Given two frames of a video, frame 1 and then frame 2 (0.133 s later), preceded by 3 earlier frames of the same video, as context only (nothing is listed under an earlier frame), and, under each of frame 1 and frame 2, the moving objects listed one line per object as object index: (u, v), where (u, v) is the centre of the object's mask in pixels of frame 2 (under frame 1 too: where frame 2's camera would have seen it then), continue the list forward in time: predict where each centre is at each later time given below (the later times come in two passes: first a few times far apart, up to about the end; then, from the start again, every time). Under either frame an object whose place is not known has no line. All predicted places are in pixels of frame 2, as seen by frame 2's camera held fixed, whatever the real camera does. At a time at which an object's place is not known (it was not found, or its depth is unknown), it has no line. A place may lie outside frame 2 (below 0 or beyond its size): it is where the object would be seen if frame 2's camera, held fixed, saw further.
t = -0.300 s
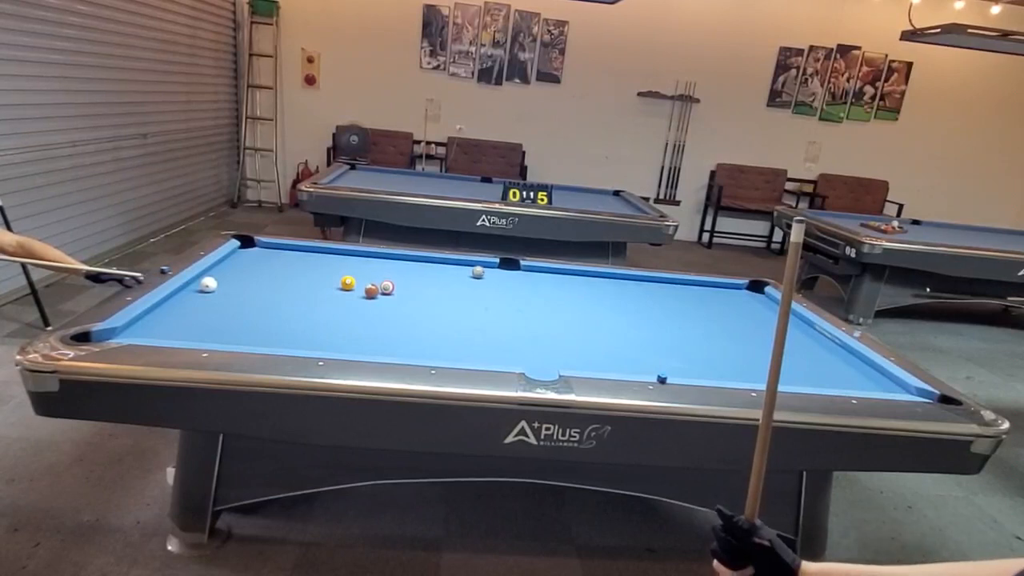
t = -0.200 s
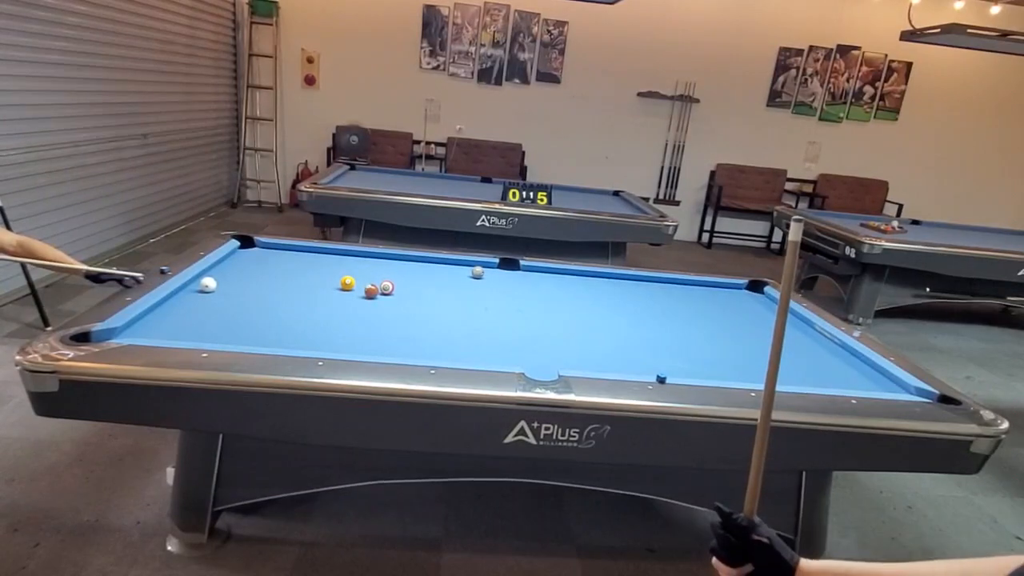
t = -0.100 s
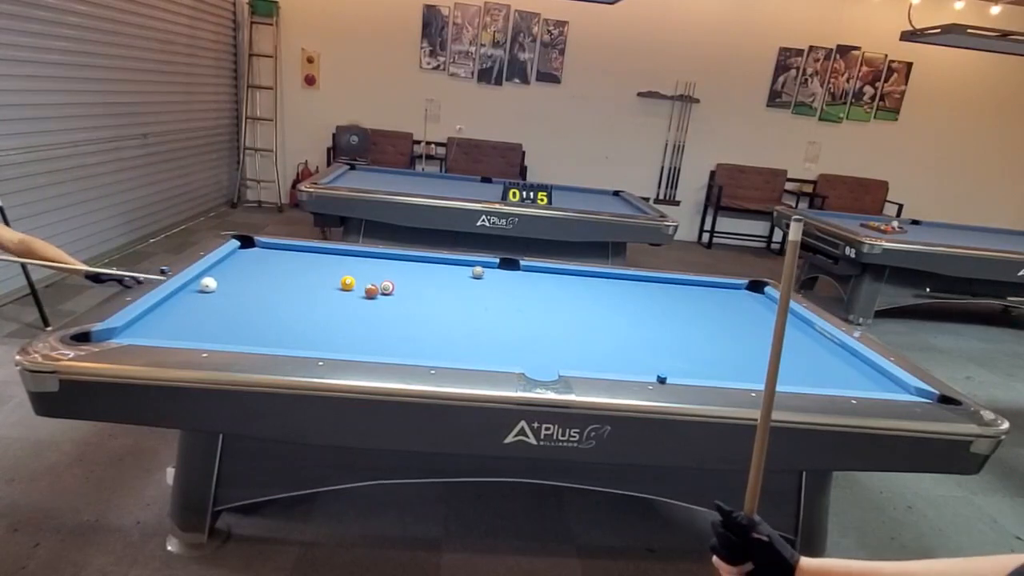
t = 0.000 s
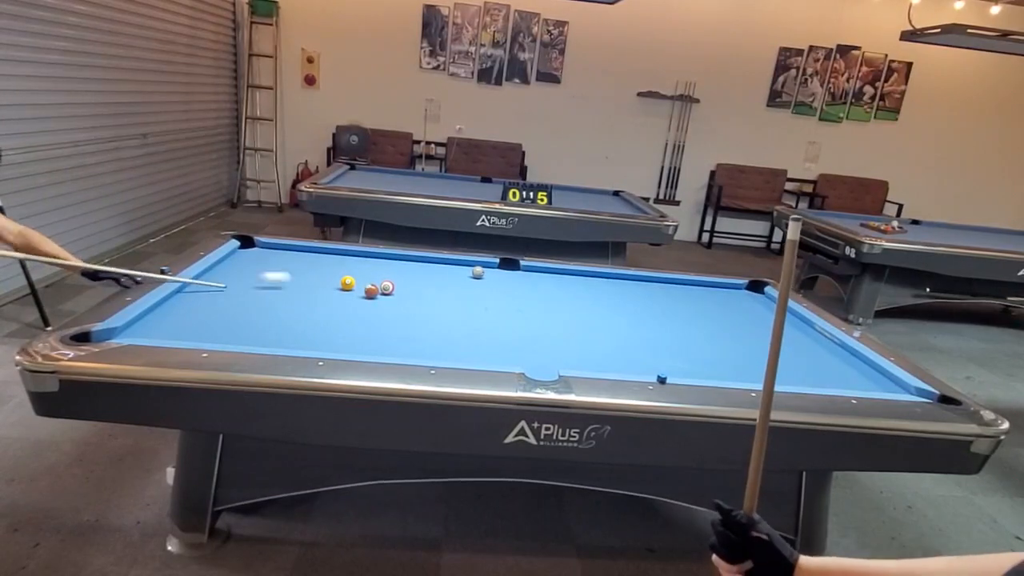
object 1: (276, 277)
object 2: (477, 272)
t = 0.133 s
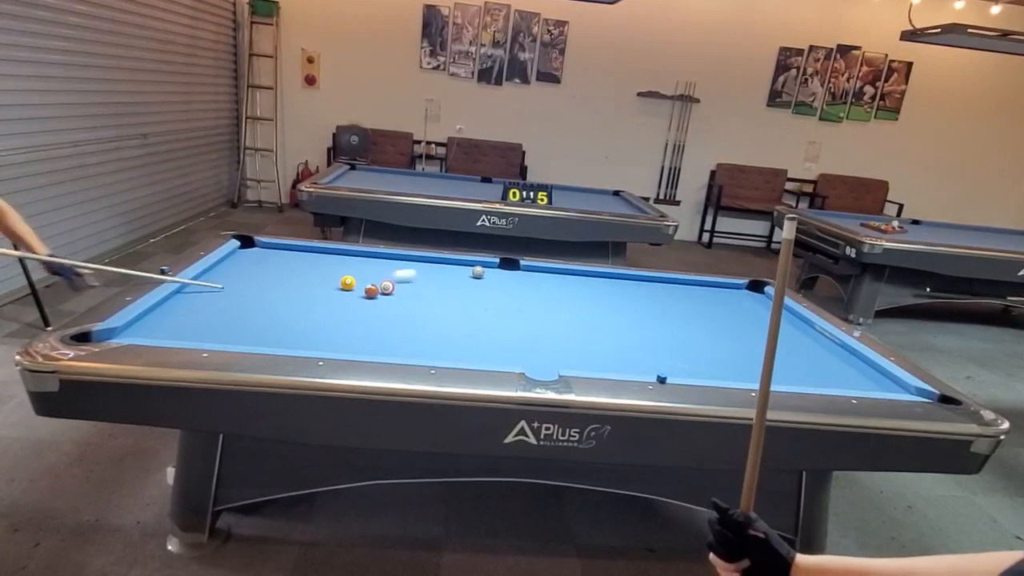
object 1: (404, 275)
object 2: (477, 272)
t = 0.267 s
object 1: (472, 274)
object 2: (509, 268)
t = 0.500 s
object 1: (504, 280)
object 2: (608, 287)
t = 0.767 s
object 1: (542, 285)
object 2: (704, 310)
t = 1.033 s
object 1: (580, 291)
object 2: (807, 335)
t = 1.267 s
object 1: (612, 295)
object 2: (825, 354)
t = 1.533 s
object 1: (649, 300)
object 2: (814, 379)
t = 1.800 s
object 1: (683, 305)
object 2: (759, 374)
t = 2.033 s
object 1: (712, 309)
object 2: (700, 358)
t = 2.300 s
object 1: (745, 313)
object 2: (639, 341)
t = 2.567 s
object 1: (776, 317)
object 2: (586, 326)
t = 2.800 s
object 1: (802, 321)
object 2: (544, 314)
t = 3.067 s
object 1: (791, 321)
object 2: (500, 301)
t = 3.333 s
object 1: (779, 320)
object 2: (460, 290)
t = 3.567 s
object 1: (770, 320)
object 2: (428, 281)
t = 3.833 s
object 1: (759, 320)
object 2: (396, 273)
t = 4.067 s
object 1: (752, 320)
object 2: (370, 265)
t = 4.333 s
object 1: (742, 320)
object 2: (342, 256)
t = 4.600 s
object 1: (735, 320)
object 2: (317, 250)
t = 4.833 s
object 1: (729, 320)
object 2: (301, 251)
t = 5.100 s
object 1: (723, 319)
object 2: (283, 251)
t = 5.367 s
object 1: (719, 320)
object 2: (266, 252)
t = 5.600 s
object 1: (715, 319)
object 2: (252, 253)
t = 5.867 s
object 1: (712, 319)
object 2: (236, 254)
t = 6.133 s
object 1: (710, 319)
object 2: (241, 255)
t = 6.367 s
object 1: (709, 319)
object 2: (245, 256)
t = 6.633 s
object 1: (709, 319)
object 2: (249, 257)
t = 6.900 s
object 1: (709, 319)
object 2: (253, 258)
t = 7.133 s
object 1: (709, 319)
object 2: (256, 259)
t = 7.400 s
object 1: (709, 319)
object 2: (258, 259)
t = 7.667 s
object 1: (709, 319)
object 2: (259, 260)
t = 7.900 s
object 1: (709, 319)
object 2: (260, 260)
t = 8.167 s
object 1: (709, 319)
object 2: (260, 260)
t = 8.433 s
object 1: (709, 319)
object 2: (260, 260)
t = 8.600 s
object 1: (709, 319)
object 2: (260, 260)
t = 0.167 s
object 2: (477, 272)
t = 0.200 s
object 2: (477, 272)
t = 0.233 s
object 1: (470, 273)
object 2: (490, 271)
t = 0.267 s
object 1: (472, 274)
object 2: (509, 268)
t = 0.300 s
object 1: (476, 275)
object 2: (525, 267)
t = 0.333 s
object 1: (480, 277)
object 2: (540, 270)
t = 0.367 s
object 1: (484, 277)
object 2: (554, 273)
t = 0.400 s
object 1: (489, 278)
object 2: (568, 277)
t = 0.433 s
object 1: (494, 278)
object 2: (581, 280)
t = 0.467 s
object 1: (499, 279)
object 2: (595, 283)
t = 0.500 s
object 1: (504, 280)
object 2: (608, 287)
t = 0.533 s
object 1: (508, 281)
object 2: (620, 290)
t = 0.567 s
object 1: (513, 281)
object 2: (633, 293)
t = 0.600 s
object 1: (518, 282)
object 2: (645, 296)
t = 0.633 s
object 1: (523, 283)
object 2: (657, 298)
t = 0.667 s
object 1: (528, 284)
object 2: (669, 301)
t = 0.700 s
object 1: (533, 284)
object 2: (680, 304)
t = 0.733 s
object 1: (537, 285)
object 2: (692, 307)
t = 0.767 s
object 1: (542, 285)
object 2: (704, 310)
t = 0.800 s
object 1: (547, 286)
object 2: (716, 313)
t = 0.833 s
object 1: (552, 287)
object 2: (728, 316)
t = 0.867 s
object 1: (557, 288)
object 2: (741, 319)
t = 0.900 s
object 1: (561, 288)
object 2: (753, 322)
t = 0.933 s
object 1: (566, 289)
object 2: (763, 324)
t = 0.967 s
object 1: (571, 289)
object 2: (782, 328)
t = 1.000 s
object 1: (576, 290)
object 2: (793, 331)
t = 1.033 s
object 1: (580, 291)
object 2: (807, 335)
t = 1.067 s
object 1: (585, 291)
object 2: (820, 337)
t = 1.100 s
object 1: (589, 292)
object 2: (833, 341)
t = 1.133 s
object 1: (594, 293)
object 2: (832, 343)
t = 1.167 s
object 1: (599, 293)
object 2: (829, 345)
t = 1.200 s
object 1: (603, 294)
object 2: (828, 348)
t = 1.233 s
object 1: (608, 294)
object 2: (827, 351)
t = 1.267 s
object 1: (612, 295)
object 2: (825, 354)
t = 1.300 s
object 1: (617, 296)
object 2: (824, 358)
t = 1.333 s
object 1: (621, 296)
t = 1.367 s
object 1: (626, 297)
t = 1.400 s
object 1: (631, 298)
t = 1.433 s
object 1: (635, 298)
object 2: (819, 369)
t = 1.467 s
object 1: (639, 299)
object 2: (818, 373)
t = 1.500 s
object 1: (644, 299)
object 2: (816, 376)
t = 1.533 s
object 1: (649, 300)
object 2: (814, 379)
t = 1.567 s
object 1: (653, 301)
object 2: (814, 381)
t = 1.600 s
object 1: (657, 301)
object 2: (812, 382)
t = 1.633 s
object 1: (662, 302)
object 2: (809, 383)
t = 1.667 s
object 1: (666, 303)
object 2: (792, 380)
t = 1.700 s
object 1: (670, 303)
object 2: (785, 379)
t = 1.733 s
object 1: (675, 303)
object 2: (777, 378)
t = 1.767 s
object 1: (679, 304)
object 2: (767, 375)
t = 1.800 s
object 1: (683, 305)
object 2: (759, 374)
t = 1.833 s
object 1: (687, 305)
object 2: (750, 372)
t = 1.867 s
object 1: (692, 306)
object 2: (742, 370)
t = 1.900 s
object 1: (696, 306)
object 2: (734, 367)
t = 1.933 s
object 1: (700, 307)
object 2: (725, 365)
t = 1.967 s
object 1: (704, 308)
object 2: (716, 362)
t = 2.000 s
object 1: (708, 308)
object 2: (708, 360)
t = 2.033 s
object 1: (712, 309)
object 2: (700, 358)
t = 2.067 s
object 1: (716, 310)
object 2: (692, 356)
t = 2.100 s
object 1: (721, 310)
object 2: (684, 354)
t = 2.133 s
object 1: (725, 310)
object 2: (677, 351)
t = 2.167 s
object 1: (729, 311)
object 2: (669, 349)
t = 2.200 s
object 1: (733, 312)
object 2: (662, 347)
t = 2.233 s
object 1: (737, 312)
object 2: (654, 345)
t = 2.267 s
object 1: (741, 313)
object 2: (647, 343)
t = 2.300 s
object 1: (745, 313)
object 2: (639, 341)
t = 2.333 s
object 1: (749, 313)
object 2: (633, 339)
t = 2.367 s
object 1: (753, 314)
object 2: (626, 337)
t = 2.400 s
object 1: (757, 315)
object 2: (619, 335)
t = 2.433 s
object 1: (760, 315)
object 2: (612, 333)
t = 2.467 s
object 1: (764, 315)
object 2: (606, 331)
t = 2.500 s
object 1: (768, 316)
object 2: (599, 329)
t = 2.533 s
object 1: (772, 316)
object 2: (593, 328)
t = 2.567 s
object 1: (776, 317)
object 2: (586, 326)
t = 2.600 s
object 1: (780, 318)
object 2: (580, 324)
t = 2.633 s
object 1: (784, 318)
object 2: (573, 322)
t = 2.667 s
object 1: (787, 319)
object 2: (567, 320)
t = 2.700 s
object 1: (791, 319)
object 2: (561, 319)
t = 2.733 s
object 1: (795, 320)
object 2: (555, 317)
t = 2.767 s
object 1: (798, 320)
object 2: (549, 315)
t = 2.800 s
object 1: (802, 321)
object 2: (544, 314)
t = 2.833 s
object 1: (802, 321)
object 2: (537, 312)
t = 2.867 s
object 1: (801, 321)
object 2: (532, 310)
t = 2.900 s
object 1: (799, 321)
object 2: (527, 309)
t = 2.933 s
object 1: (797, 321)
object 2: (521, 307)
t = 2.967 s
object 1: (796, 321)
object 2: (516, 306)
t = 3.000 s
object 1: (794, 321)
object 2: (510, 304)
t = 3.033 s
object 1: (792, 321)
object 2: (505, 303)
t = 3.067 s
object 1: (791, 321)
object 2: (500, 301)
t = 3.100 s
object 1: (789, 321)
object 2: (495, 300)
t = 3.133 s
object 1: (788, 321)
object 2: (489, 298)
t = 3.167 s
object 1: (786, 321)
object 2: (484, 297)
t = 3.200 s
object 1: (785, 321)
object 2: (479, 296)
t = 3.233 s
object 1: (784, 321)
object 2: (474, 294)
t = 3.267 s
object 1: (782, 320)
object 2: (469, 293)
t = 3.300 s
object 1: (780, 321)
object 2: (465, 292)
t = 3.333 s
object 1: (779, 320)
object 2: (460, 290)
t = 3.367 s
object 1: (778, 320)
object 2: (455, 289)
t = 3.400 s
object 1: (776, 320)
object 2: (451, 288)
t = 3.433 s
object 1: (775, 320)
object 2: (446, 286)
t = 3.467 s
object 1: (774, 321)
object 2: (442, 285)
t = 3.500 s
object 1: (773, 321)
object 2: (437, 284)
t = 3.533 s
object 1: (771, 320)
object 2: (433, 282)
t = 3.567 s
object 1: (770, 320)
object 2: (428, 281)
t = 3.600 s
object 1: (768, 320)
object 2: (424, 280)
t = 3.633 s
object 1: (767, 320)
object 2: (420, 279)
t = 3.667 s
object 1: (766, 320)
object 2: (415, 278)
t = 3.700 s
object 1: (764, 320)
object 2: (412, 277)
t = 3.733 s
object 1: (763, 320)
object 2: (408, 276)
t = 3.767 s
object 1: (762, 320)
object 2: (403, 275)
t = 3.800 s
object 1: (760, 320)
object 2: (400, 274)
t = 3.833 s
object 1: (759, 320)
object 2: (396, 273)
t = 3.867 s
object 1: (758, 320)
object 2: (392, 272)
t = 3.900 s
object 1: (757, 320)
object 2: (388, 271)
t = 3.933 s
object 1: (756, 320)
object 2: (385, 269)
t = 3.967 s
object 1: (755, 320)
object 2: (381, 268)
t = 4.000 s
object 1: (754, 320)
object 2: (377, 267)
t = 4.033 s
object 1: (753, 320)
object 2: (373, 266)
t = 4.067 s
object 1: (752, 320)
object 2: (370, 265)
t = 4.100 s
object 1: (750, 320)
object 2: (366, 264)
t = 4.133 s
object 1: (749, 320)
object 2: (362, 262)
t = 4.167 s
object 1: (748, 320)
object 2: (359, 262)
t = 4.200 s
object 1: (747, 320)
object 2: (355, 260)
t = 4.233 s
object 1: (746, 320)
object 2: (352, 260)
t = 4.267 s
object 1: (745, 320)
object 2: (349, 258)
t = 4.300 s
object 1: (744, 320)
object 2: (346, 258)
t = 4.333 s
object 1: (742, 320)
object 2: (342, 256)
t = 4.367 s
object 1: (741, 320)
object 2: (339, 256)
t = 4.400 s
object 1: (740, 320)
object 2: (337, 255)
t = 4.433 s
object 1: (740, 320)
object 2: (333, 254)
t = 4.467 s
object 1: (739, 320)
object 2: (330, 254)
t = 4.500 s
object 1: (738, 320)
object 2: (326, 252)
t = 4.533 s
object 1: (737, 320)
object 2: (323, 251)
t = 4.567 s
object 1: (736, 320)
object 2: (320, 251)
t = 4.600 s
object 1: (735, 320)
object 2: (317, 250)
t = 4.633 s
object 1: (734, 320)
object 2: (315, 251)
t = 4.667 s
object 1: (733, 320)
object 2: (313, 250)
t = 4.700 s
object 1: (732, 320)
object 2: (311, 250)
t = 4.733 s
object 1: (731, 320)
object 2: (308, 250)
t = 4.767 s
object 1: (731, 320)
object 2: (306, 250)
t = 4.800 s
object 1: (730, 320)
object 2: (304, 250)
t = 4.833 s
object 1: (729, 320)
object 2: (301, 251)
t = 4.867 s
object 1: (728, 320)
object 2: (299, 251)
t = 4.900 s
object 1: (727, 320)
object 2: (297, 251)
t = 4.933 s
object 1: (727, 319)
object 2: (294, 251)
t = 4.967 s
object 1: (726, 319)
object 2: (292, 251)
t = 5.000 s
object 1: (725, 319)
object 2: (290, 251)
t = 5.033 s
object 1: (724, 319)
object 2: (287, 251)
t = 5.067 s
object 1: (724, 319)
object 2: (286, 251)
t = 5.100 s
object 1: (723, 319)
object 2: (283, 251)
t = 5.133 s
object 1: (722, 319)
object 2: (281, 251)
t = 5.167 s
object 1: (722, 320)
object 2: (278, 251)
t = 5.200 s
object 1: (721, 319)
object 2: (277, 252)
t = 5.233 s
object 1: (720, 319)
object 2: (274, 252)
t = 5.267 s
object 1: (720, 320)
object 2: (272, 252)
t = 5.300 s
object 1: (720, 319)
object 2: (270, 252)
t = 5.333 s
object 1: (719, 320)
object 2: (268, 252)
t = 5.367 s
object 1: (719, 320)
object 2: (266, 252)
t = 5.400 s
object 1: (718, 320)
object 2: (264, 252)
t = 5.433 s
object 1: (718, 320)
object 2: (262, 252)
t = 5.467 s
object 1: (717, 319)
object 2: (260, 252)
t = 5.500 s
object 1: (716, 320)
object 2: (257, 252)
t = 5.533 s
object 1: (716, 319)
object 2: (255, 252)
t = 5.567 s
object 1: (716, 320)
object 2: (253, 253)
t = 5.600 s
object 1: (715, 319)
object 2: (252, 253)
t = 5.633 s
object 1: (715, 319)
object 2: (249, 253)
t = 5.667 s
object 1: (714, 319)
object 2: (248, 253)
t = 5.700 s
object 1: (714, 319)
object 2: (245, 253)
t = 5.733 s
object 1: (714, 319)
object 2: (243, 253)
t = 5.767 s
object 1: (713, 319)
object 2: (241, 253)
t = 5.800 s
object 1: (713, 319)
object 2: (239, 253)
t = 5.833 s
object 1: (712, 319)
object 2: (237, 254)
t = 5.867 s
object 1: (712, 319)
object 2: (236, 254)
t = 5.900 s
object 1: (712, 319)
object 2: (237, 254)
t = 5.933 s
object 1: (712, 319)
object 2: (237, 254)
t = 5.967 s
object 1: (712, 319)
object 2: (238, 254)
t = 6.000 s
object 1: (711, 319)
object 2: (239, 254)
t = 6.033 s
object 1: (711, 319)
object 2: (239, 254)
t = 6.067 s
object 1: (711, 319)
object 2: (240, 255)
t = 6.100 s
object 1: (711, 319)
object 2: (241, 255)
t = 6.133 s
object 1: (710, 319)
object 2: (241, 255)
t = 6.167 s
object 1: (710, 319)
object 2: (242, 255)
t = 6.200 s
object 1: (710, 319)
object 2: (243, 255)
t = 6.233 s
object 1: (710, 319)
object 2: (243, 255)
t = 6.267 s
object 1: (710, 319)
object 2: (244, 255)
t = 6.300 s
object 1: (709, 319)
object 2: (244, 256)
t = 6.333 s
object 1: (709, 319)
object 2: (245, 255)
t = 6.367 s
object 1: (709, 319)
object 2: (245, 256)
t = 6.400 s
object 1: (709, 319)
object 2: (245, 256)
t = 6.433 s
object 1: (709, 319)
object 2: (246, 256)
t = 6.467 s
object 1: (709, 319)
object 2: (247, 256)
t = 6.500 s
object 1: (709, 319)
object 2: (247, 256)
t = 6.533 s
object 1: (709, 319)
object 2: (248, 256)
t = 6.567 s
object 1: (709, 319)
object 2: (248, 256)
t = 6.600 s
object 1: (709, 319)
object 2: (249, 257)
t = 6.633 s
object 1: (709, 319)
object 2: (249, 257)
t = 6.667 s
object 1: (709, 319)
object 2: (250, 257)
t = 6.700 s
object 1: (709, 319)
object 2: (250, 257)
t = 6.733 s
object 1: (709, 319)
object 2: (251, 257)
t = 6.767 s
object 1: (709, 319)
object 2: (251, 257)
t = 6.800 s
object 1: (709, 319)
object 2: (252, 258)
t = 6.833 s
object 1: (709, 319)
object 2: (252, 258)
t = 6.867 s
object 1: (709, 319)
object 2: (253, 258)
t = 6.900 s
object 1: (709, 319)
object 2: (253, 258)
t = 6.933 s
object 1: (709, 319)
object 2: (254, 258)
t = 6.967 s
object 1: (709, 319)
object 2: (254, 258)
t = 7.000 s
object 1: (709, 319)
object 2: (254, 258)
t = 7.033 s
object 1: (709, 319)
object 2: (255, 259)
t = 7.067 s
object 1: (709, 319)
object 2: (256, 259)
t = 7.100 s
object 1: (709, 319)
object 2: (256, 259)
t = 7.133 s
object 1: (709, 319)
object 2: (256, 259)
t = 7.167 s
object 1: (709, 319)
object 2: (256, 259)
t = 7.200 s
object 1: (709, 319)
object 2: (257, 259)
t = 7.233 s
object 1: (709, 319)
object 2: (257, 259)
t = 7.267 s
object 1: (709, 319)
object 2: (257, 259)
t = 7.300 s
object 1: (709, 319)
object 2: (258, 259)
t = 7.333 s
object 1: (709, 319)
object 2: (258, 259)
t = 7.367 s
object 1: (709, 319)
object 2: (258, 259)
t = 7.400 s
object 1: (709, 319)
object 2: (258, 259)
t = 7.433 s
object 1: (709, 319)
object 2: (258, 259)
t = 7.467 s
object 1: (709, 319)
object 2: (258, 259)
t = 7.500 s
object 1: (709, 319)
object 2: (259, 259)
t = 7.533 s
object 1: (709, 319)
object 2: (259, 259)
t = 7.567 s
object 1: (709, 319)
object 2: (259, 260)
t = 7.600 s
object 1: (709, 319)
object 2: (259, 260)
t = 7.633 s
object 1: (709, 319)
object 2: (259, 260)
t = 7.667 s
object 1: (709, 319)
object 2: (259, 260)
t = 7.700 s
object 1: (709, 319)
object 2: (259, 260)
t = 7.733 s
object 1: (709, 319)
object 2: (260, 260)
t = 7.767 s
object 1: (709, 319)
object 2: (260, 260)
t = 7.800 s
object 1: (709, 319)
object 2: (260, 260)
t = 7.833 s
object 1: (709, 319)
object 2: (260, 260)
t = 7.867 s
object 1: (709, 319)
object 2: (260, 260)
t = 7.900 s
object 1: (709, 319)
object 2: (260, 260)
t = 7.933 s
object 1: (709, 319)
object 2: (260, 260)
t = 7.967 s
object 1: (709, 319)
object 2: (260, 260)
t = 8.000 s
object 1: (709, 319)
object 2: (260, 260)
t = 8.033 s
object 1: (709, 319)
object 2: (260, 260)
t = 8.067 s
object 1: (709, 319)
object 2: (260, 260)
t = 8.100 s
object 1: (709, 319)
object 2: (260, 260)
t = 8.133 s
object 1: (709, 319)
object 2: (260, 260)
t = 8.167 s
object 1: (709, 319)
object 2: (260, 260)
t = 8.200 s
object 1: (709, 319)
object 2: (260, 260)
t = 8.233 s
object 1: (709, 319)
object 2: (260, 260)
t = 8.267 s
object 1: (709, 319)
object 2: (260, 260)
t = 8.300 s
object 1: (709, 319)
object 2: (260, 260)
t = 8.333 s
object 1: (709, 319)
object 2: (260, 260)
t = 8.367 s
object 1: (709, 319)
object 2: (260, 260)
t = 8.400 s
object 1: (709, 319)
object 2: (260, 260)
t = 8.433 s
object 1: (709, 319)
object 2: (260, 260)
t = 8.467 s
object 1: (709, 319)
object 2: (260, 260)
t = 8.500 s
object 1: (709, 319)
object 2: (260, 260)
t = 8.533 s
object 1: (709, 319)
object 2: (260, 260)
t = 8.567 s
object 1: (709, 319)
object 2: (260, 260)
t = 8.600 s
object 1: (709, 319)
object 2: (260, 260)
